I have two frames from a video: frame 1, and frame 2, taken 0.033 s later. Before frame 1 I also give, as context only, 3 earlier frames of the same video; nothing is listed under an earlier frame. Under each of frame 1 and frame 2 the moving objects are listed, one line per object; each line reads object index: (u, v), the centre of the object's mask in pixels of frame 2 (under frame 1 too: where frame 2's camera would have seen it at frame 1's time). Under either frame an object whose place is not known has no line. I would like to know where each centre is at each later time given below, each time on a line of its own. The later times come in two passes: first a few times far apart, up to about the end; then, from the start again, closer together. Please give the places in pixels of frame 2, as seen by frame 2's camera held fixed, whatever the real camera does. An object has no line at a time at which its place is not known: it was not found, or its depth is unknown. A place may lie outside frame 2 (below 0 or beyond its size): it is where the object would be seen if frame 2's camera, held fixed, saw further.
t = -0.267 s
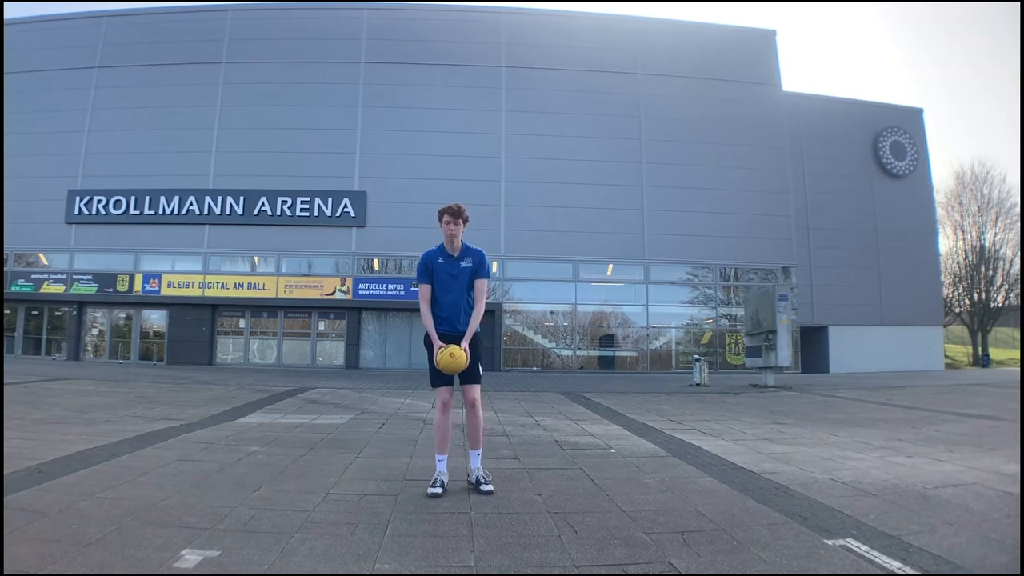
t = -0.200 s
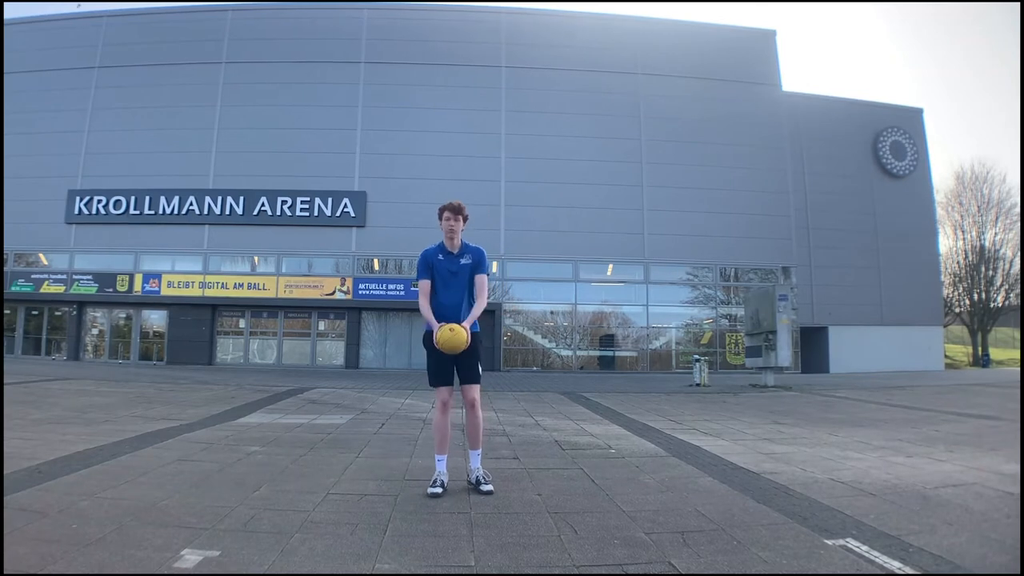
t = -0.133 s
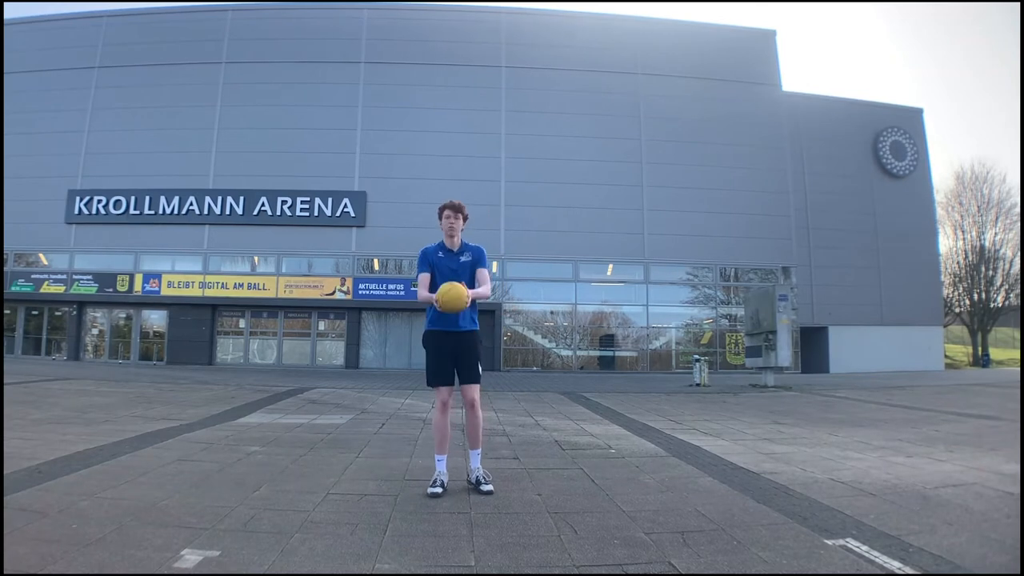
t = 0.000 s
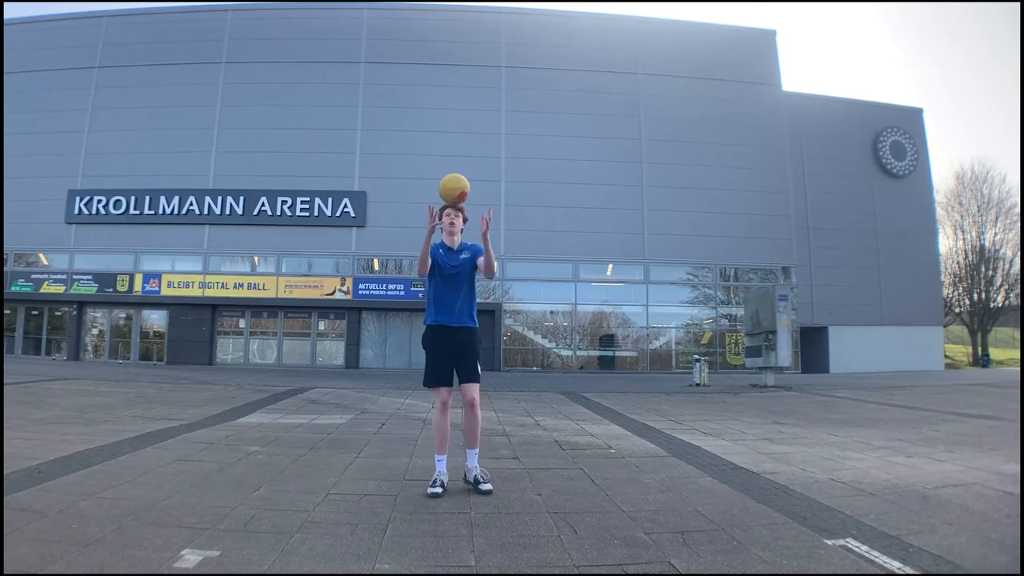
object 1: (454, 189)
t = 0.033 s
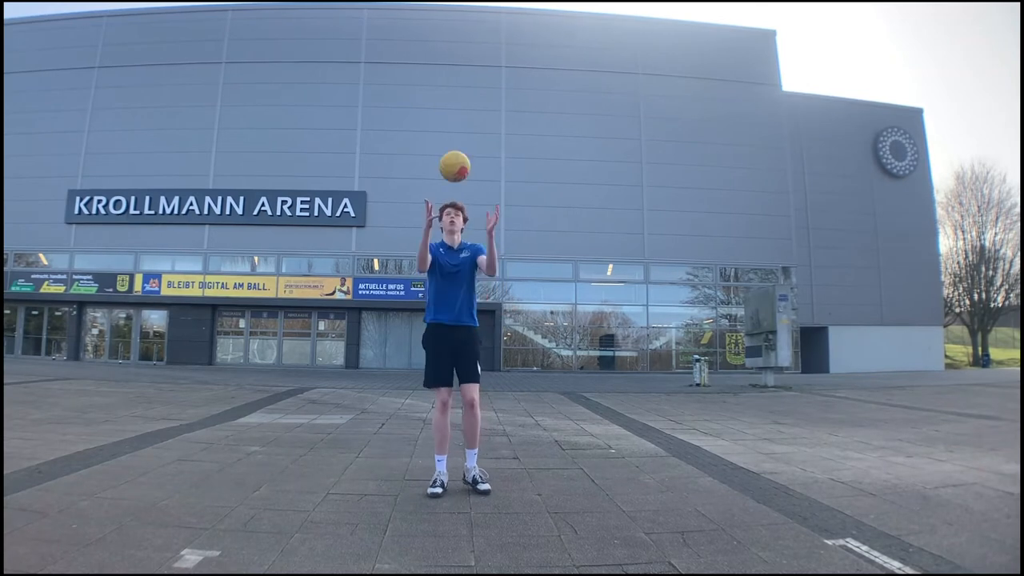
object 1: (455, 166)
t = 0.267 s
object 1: (457, 62)
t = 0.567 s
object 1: (458, 39)
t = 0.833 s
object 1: (454, 108)
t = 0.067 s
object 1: (455, 146)
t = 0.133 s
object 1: (456, 111)
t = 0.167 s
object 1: (456, 96)
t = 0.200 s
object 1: (457, 83)
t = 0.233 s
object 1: (457, 72)
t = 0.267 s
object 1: (457, 62)
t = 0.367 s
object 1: (458, 42)
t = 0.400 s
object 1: (458, 39)
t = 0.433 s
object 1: (458, 36)
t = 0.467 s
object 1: (458, 35)
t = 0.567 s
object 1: (458, 39)
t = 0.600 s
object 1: (458, 43)
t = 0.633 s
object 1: (457, 49)
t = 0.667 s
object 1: (457, 55)
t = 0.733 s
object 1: (456, 72)
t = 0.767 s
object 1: (455, 83)
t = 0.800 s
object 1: (455, 95)
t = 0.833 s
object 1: (454, 108)
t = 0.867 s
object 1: (453, 122)
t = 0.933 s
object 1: (451, 156)
